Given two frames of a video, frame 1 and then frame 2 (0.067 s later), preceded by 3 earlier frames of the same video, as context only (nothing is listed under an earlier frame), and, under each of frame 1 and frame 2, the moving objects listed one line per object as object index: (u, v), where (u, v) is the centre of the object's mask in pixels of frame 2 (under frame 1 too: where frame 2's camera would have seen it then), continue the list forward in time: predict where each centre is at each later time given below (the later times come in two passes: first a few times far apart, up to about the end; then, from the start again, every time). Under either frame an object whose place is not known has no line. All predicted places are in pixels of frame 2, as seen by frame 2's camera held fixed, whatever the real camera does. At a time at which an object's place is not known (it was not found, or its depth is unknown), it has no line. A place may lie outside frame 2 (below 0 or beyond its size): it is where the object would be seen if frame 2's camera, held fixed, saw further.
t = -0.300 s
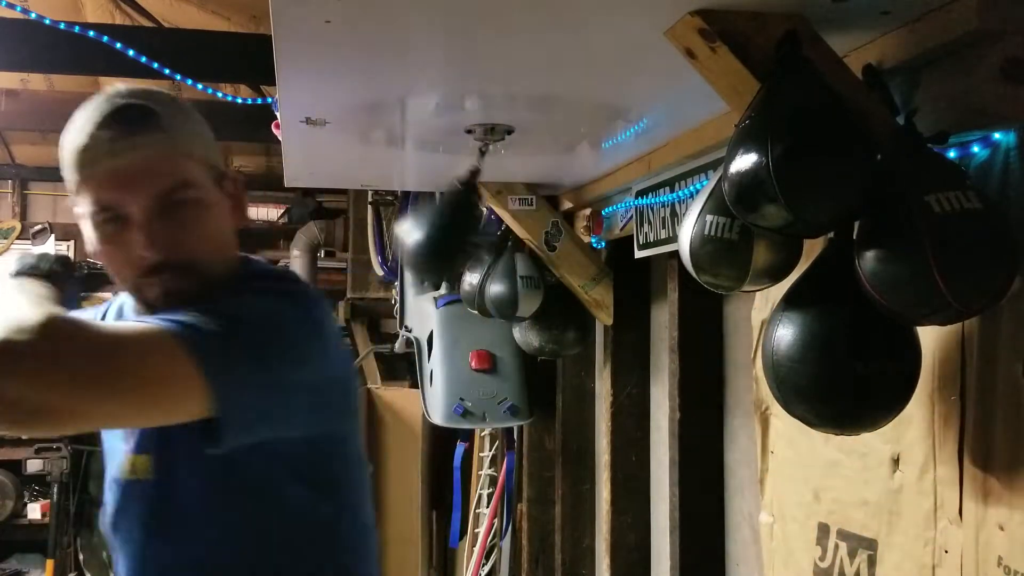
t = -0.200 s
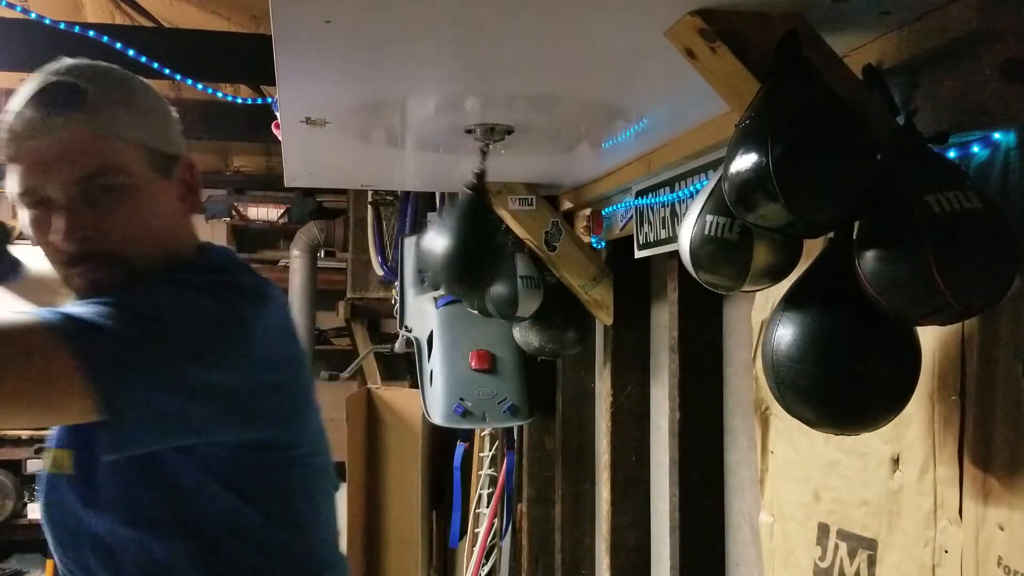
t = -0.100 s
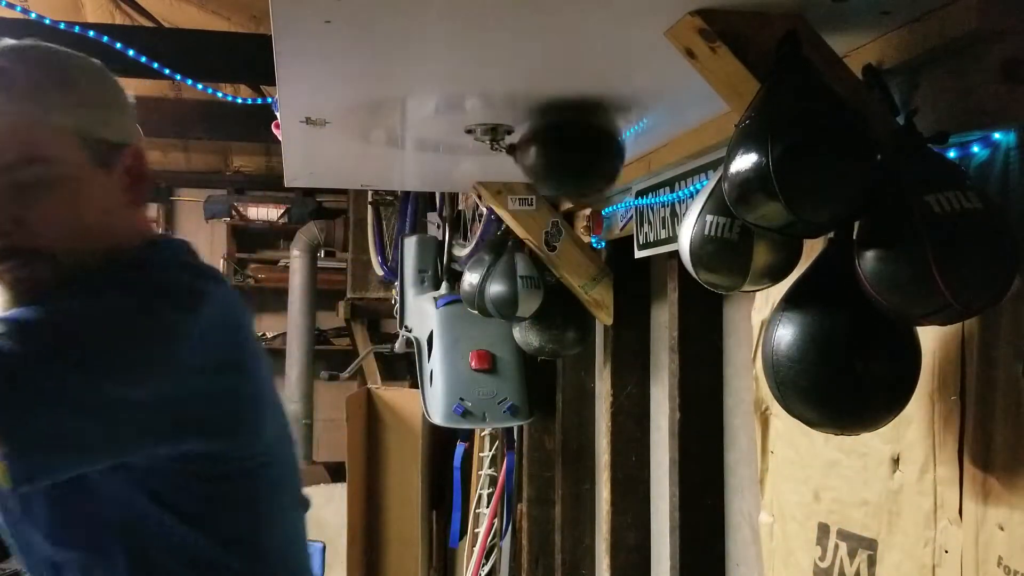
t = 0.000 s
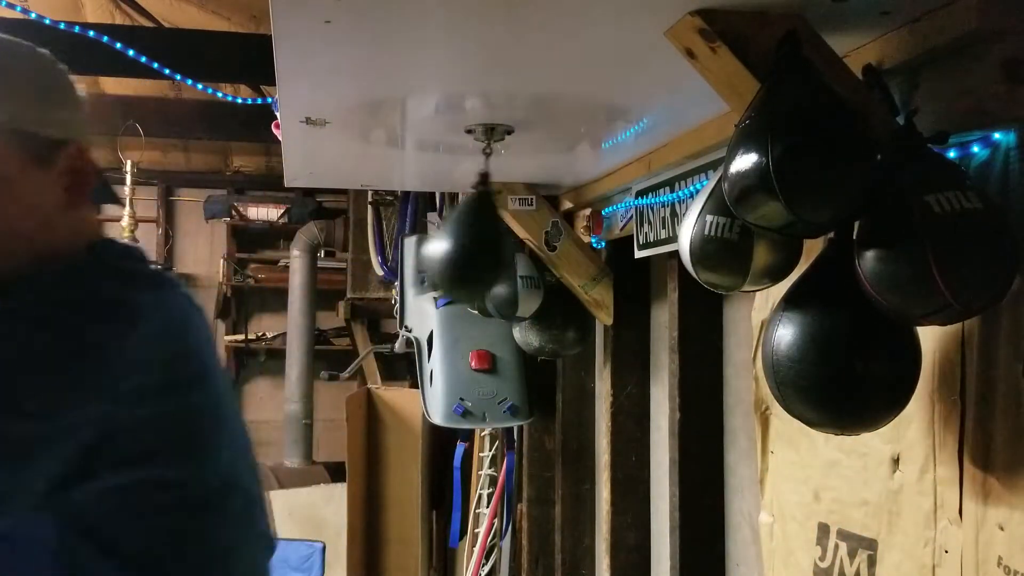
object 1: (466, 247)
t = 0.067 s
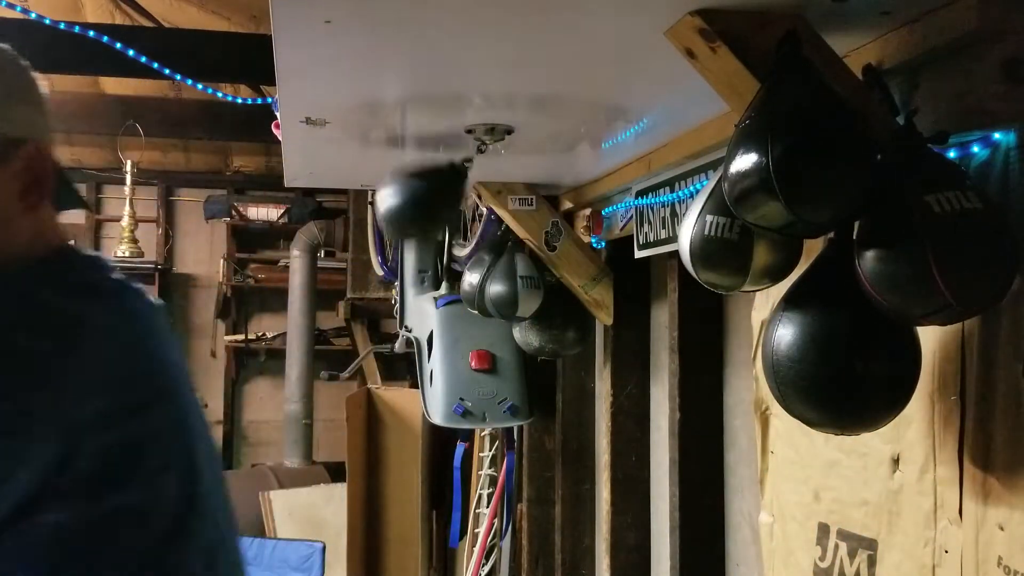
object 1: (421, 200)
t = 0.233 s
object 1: (525, 237)
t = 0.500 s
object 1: (439, 232)
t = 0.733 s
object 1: (493, 247)
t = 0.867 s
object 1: (570, 165)
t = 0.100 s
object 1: (419, 189)
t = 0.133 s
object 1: (434, 217)
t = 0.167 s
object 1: (459, 242)
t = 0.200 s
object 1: (491, 249)
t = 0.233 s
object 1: (525, 237)
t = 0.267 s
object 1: (553, 207)
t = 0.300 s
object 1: (571, 168)
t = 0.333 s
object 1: (568, 170)
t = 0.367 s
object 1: (549, 206)
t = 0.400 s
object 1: (521, 234)
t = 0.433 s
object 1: (488, 248)
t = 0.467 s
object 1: (462, 246)
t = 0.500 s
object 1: (439, 232)
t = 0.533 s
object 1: (426, 209)
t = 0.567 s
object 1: (419, 187)
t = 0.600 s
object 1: (421, 194)
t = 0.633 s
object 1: (431, 214)
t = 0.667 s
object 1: (446, 234)
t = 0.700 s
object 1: (468, 246)
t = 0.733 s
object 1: (493, 247)
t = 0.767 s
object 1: (520, 238)
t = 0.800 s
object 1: (542, 220)
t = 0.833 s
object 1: (560, 192)
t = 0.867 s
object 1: (570, 165)
